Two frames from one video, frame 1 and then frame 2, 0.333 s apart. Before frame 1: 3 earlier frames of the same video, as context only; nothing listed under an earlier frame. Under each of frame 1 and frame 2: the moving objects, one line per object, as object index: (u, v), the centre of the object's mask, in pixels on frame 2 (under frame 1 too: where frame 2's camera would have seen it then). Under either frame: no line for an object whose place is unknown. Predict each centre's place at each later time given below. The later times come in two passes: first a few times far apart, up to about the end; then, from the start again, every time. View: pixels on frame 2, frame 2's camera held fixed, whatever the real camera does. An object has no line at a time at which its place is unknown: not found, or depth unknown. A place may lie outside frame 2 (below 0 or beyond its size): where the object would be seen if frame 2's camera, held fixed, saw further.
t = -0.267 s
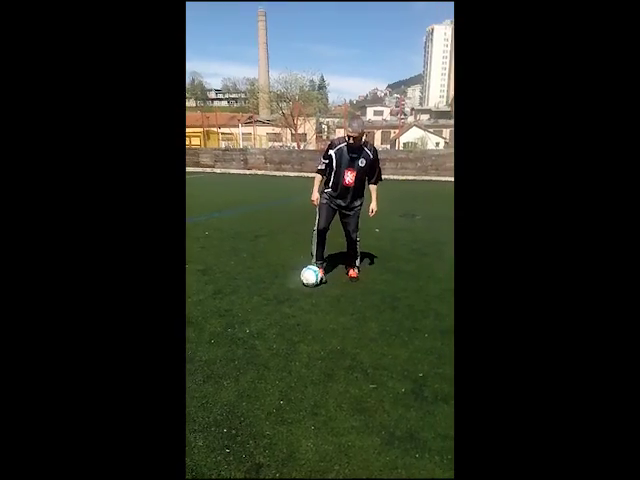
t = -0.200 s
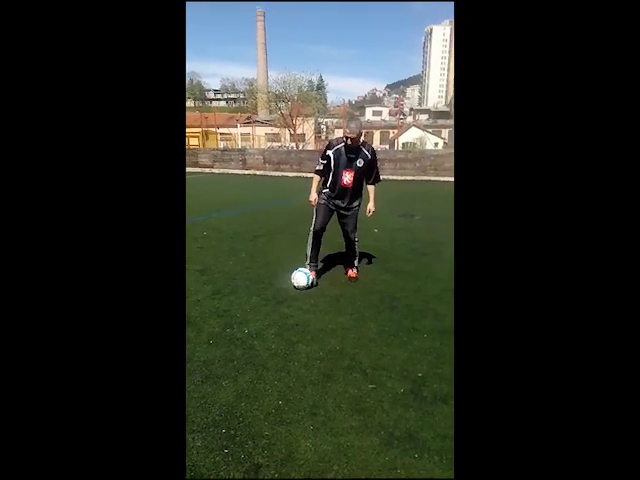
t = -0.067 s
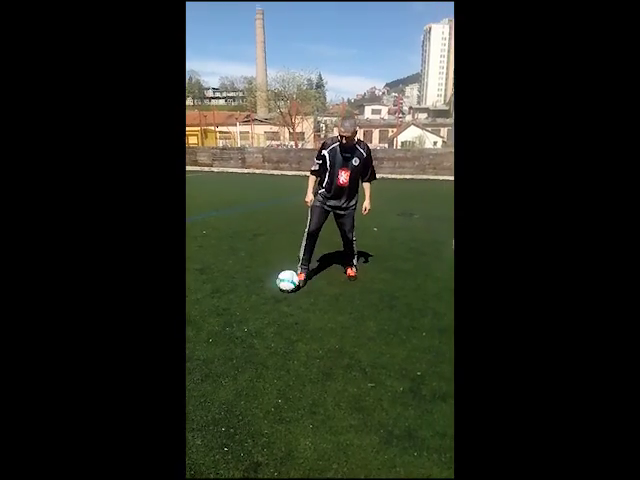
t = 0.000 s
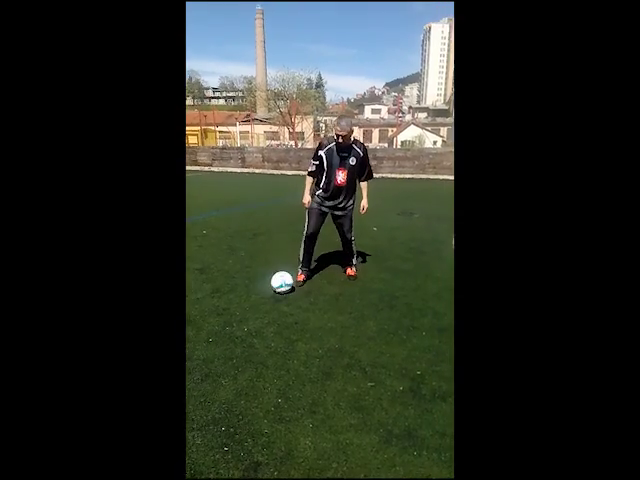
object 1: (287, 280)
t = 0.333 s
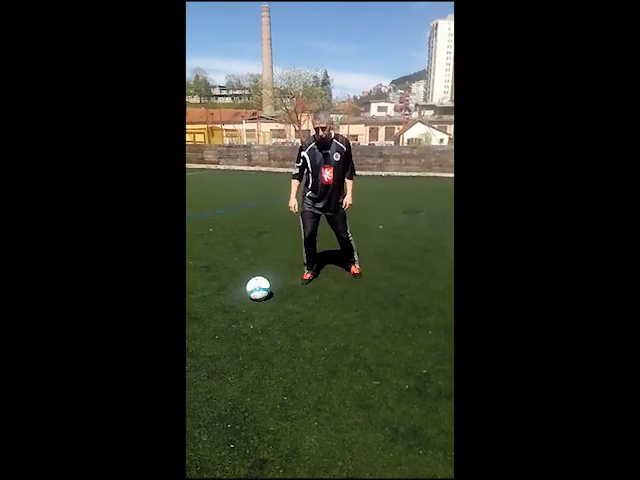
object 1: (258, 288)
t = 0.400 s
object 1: (252, 289)
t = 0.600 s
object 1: (235, 294)
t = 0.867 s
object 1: (212, 299)
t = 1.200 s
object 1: (185, 305)
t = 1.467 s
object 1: (166, 308)
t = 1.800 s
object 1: (145, 311)
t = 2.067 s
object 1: (131, 312)
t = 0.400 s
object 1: (252, 289)
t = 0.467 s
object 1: (246, 291)
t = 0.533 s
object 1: (241, 293)
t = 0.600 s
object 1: (235, 294)
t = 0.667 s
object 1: (229, 295)
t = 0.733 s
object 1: (223, 297)
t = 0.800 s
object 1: (218, 298)
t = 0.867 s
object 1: (212, 299)
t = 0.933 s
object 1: (207, 300)
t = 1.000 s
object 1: (201, 302)
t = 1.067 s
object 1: (196, 303)
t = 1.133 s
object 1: (190, 304)
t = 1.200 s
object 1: (185, 305)
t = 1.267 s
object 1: (180, 306)
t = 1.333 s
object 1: (175, 307)
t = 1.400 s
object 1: (171, 307)
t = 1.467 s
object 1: (166, 308)
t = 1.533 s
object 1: (162, 309)
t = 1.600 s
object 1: (157, 309)
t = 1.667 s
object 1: (154, 310)
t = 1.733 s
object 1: (149, 310)
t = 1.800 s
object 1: (145, 311)
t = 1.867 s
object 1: (142, 311)
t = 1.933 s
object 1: (138, 312)
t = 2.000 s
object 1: (135, 312)
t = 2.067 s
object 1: (131, 312)
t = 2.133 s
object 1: (128, 312)
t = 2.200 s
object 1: (124, 312)
